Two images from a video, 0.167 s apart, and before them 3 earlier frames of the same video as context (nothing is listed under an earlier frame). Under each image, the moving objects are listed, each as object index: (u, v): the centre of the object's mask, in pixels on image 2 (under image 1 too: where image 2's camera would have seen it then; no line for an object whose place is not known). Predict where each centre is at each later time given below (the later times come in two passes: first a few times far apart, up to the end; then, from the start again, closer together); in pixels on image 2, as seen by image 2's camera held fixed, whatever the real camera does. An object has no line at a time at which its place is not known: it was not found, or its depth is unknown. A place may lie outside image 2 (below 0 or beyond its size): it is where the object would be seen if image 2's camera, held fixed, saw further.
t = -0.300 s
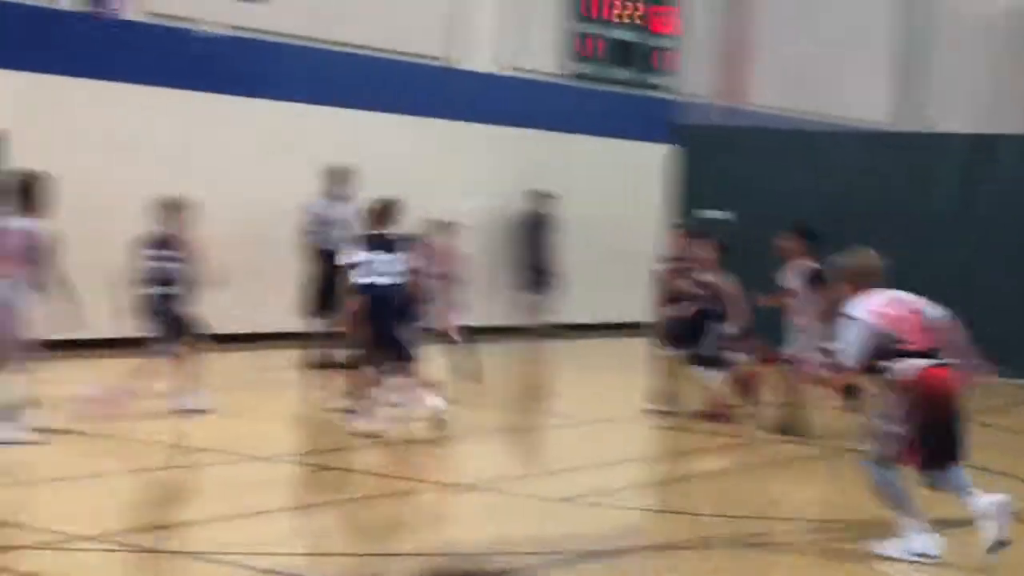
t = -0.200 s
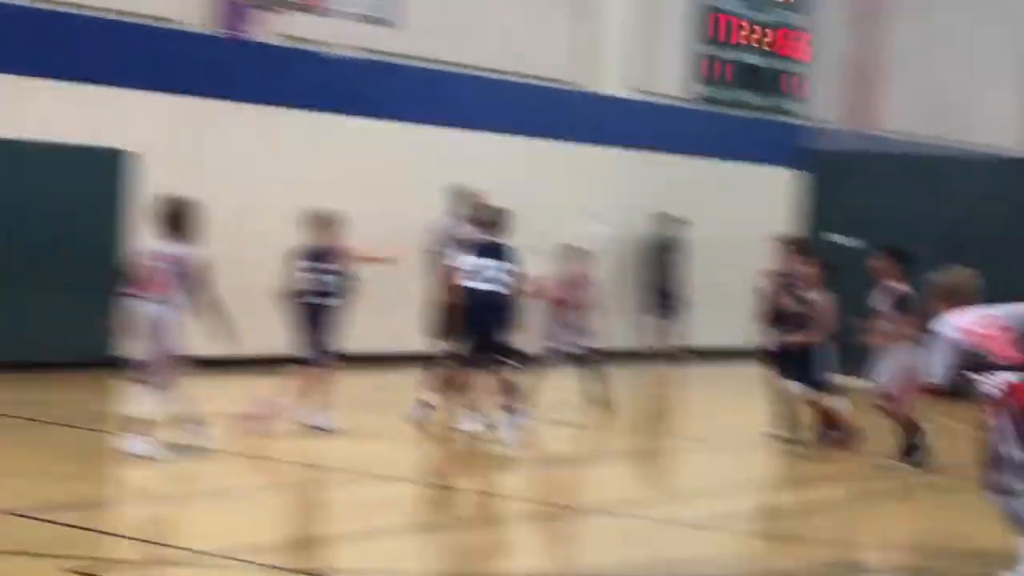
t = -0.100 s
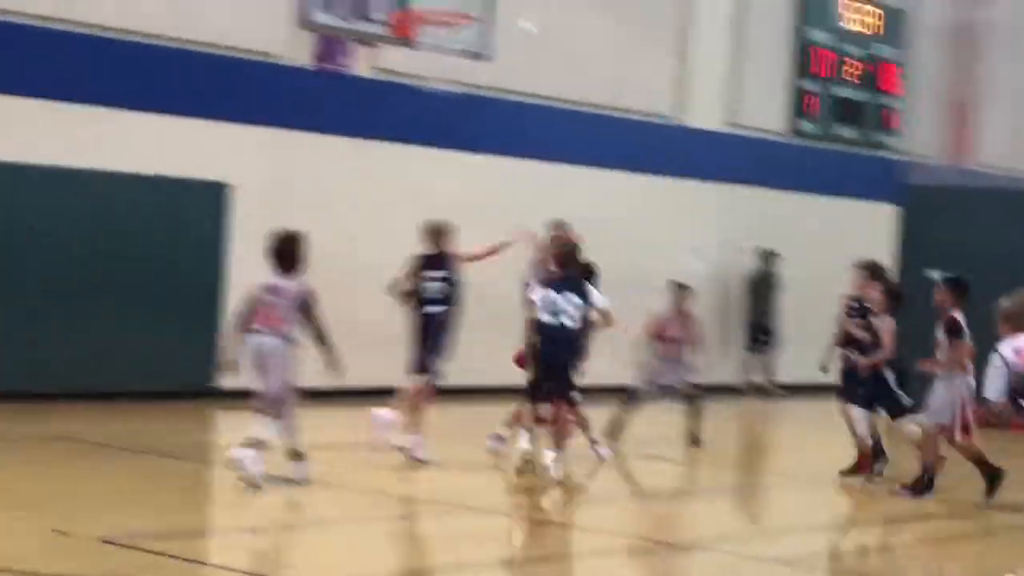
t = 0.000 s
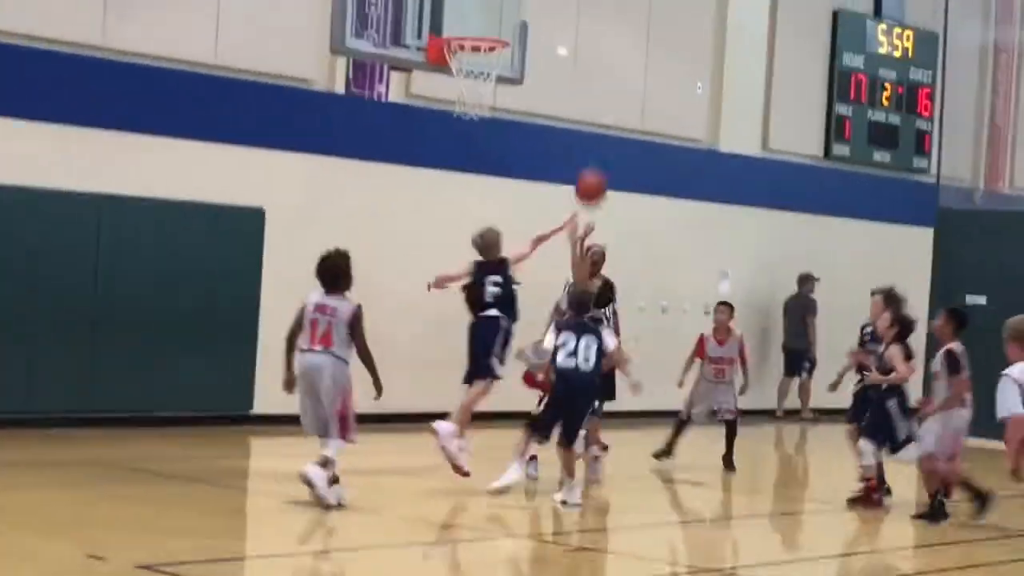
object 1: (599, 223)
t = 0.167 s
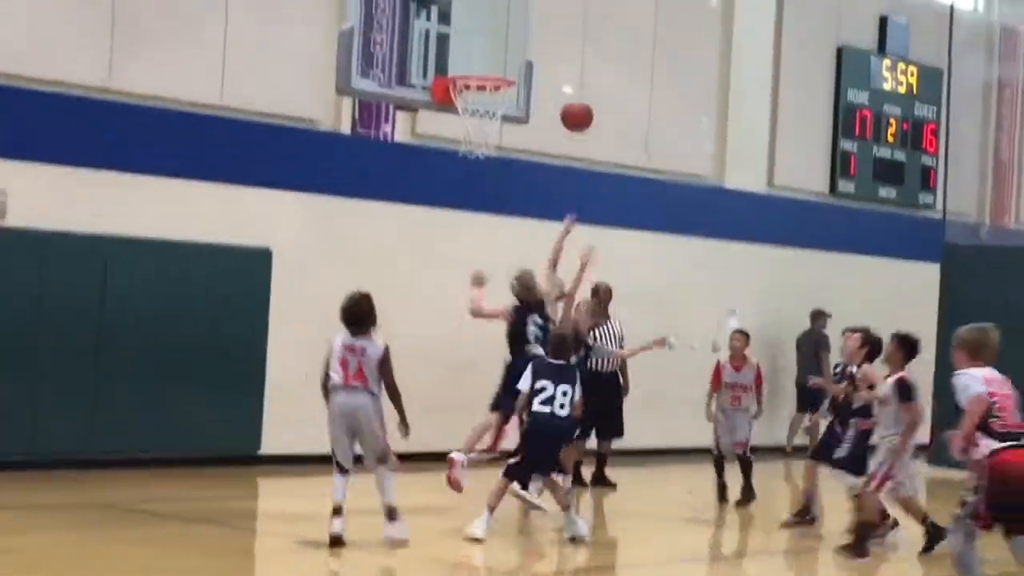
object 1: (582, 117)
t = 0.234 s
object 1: (574, 83)
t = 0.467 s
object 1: (543, 15)
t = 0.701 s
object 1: (507, 21)
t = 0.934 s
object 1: (470, 100)
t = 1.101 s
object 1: (467, 150)
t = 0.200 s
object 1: (578, 99)
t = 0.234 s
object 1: (574, 83)
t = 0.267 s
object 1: (570, 69)
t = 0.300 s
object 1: (566, 56)
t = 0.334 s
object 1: (561, 44)
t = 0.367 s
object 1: (557, 35)
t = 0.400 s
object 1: (552, 26)
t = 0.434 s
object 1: (548, 19)
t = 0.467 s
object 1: (543, 15)
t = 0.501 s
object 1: (538, 11)
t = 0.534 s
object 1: (534, 9)
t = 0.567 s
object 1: (528, 8)
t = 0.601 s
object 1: (523, 9)
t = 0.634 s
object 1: (517, 12)
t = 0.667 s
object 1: (512, 16)
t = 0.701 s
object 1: (507, 21)
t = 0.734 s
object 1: (502, 29)
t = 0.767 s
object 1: (498, 37)
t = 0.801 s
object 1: (492, 47)
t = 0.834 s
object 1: (485, 58)
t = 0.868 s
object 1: (480, 68)
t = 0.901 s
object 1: (476, 89)
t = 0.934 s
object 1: (470, 100)
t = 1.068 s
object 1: (466, 145)
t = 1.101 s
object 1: (467, 150)
